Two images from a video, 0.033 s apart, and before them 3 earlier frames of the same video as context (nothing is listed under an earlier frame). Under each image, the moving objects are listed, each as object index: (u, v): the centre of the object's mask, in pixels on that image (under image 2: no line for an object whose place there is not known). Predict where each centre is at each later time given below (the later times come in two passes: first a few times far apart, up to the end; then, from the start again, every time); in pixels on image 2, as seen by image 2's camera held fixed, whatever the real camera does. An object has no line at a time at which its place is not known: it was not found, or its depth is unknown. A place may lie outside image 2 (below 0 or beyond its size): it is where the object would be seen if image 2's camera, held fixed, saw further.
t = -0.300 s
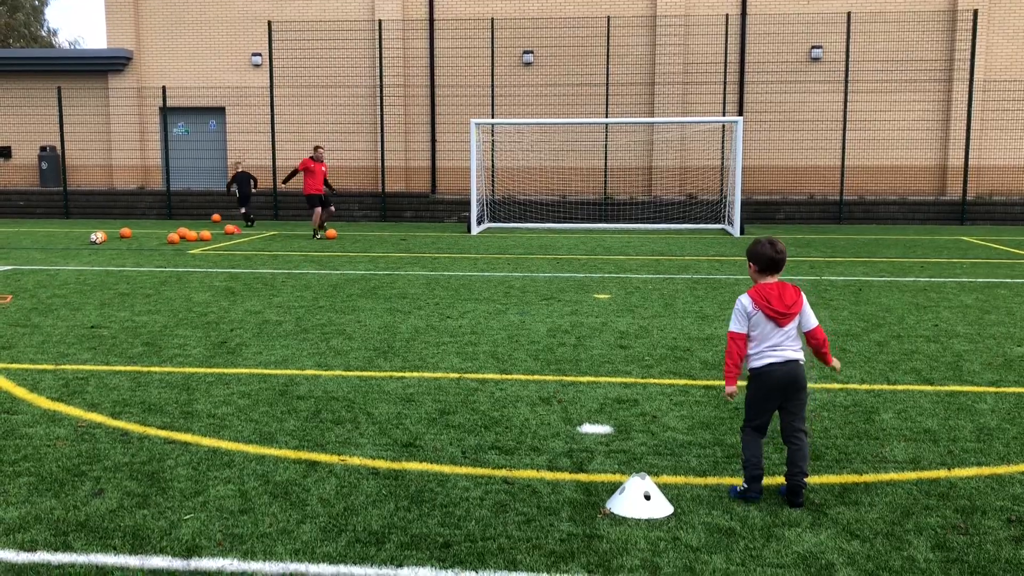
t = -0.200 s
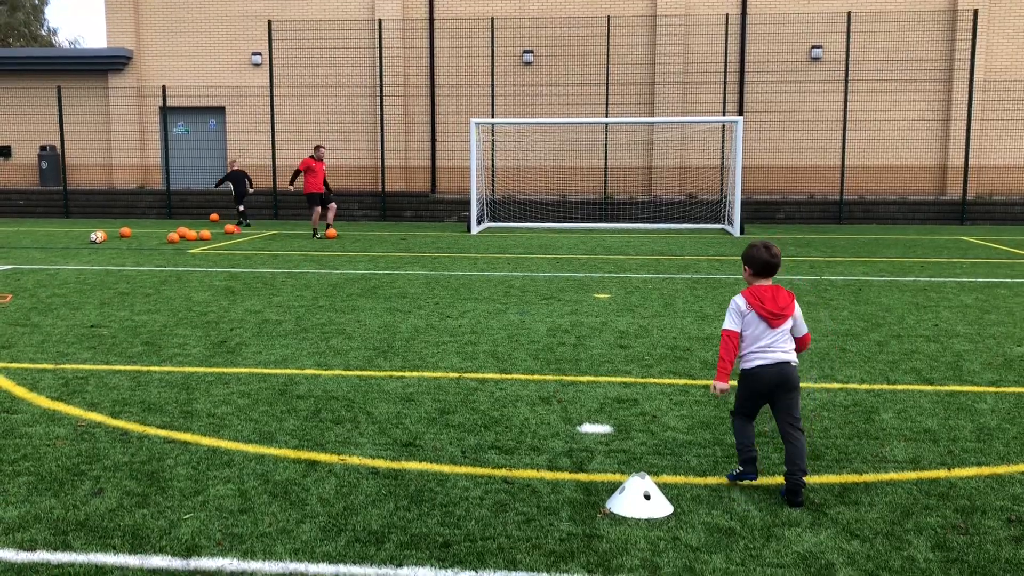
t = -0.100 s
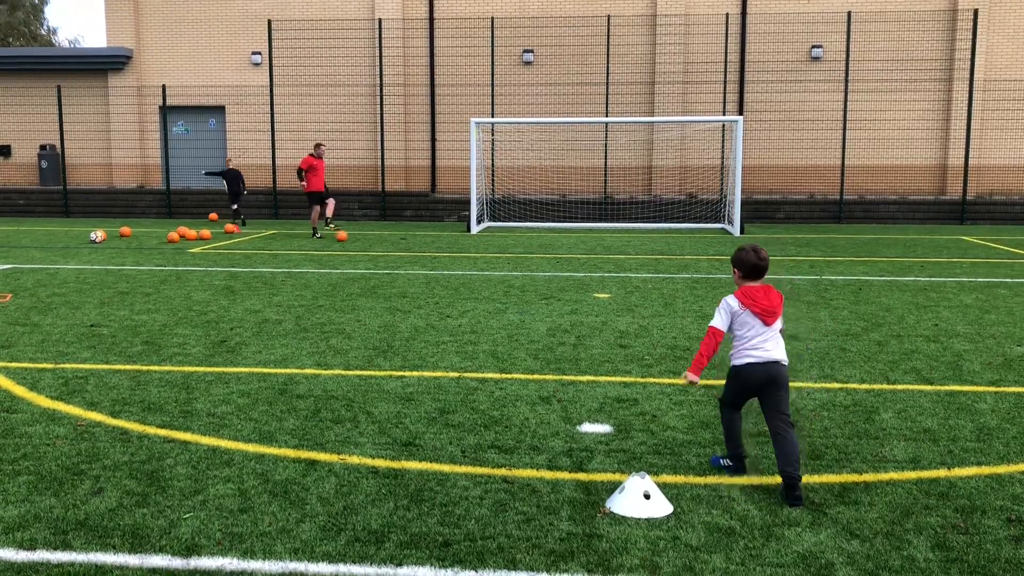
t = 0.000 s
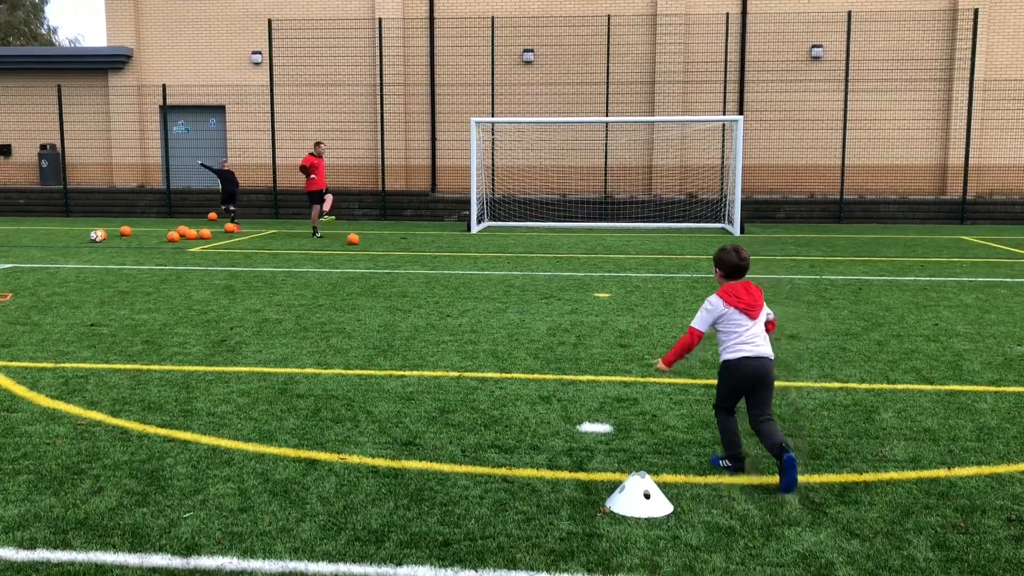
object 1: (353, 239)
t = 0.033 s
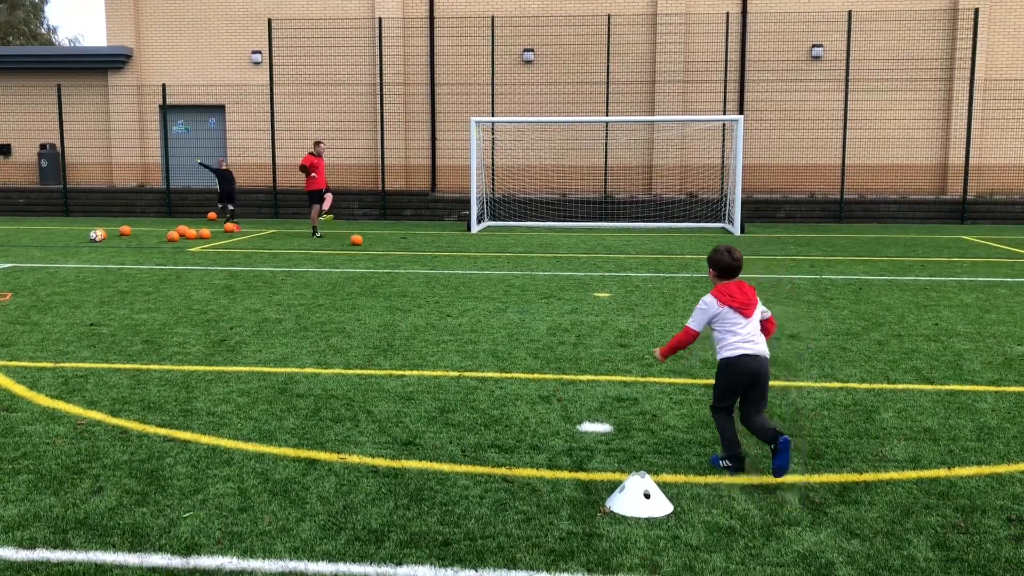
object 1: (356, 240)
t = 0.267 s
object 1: (380, 248)
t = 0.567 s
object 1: (406, 257)
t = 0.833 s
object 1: (428, 264)
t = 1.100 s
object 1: (449, 273)
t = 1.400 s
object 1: (473, 282)
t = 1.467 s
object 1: (479, 285)
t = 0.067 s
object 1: (360, 241)
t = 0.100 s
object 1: (363, 242)
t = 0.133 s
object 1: (366, 243)
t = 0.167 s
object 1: (370, 245)
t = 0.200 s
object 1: (373, 246)
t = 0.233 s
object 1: (377, 247)
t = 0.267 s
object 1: (380, 248)
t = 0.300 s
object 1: (383, 249)
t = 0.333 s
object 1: (386, 250)
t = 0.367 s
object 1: (389, 251)
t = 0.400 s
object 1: (392, 252)
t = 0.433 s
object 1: (394, 253)
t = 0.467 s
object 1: (398, 254)
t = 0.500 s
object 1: (400, 255)
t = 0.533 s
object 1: (404, 256)
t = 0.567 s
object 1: (406, 257)
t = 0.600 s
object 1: (409, 258)
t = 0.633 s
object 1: (412, 258)
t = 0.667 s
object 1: (415, 260)
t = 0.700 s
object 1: (417, 262)
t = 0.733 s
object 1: (420, 262)
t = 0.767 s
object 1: (423, 263)
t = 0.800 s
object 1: (426, 263)
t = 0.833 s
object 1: (428, 264)
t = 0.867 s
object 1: (431, 266)
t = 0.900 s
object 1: (434, 267)
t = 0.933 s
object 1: (436, 268)
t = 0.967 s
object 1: (439, 268)
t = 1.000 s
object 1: (441, 269)
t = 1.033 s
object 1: (443, 271)
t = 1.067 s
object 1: (446, 273)
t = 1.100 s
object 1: (449, 273)
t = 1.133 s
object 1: (452, 274)
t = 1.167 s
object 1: (454, 274)
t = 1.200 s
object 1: (458, 276)
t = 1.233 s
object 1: (460, 277)
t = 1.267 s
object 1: (463, 279)
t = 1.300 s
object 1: (466, 279)
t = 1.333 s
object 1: (469, 280)
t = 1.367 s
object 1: (471, 281)
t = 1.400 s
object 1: (473, 282)
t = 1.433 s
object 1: (476, 284)
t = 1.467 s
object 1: (479, 285)
